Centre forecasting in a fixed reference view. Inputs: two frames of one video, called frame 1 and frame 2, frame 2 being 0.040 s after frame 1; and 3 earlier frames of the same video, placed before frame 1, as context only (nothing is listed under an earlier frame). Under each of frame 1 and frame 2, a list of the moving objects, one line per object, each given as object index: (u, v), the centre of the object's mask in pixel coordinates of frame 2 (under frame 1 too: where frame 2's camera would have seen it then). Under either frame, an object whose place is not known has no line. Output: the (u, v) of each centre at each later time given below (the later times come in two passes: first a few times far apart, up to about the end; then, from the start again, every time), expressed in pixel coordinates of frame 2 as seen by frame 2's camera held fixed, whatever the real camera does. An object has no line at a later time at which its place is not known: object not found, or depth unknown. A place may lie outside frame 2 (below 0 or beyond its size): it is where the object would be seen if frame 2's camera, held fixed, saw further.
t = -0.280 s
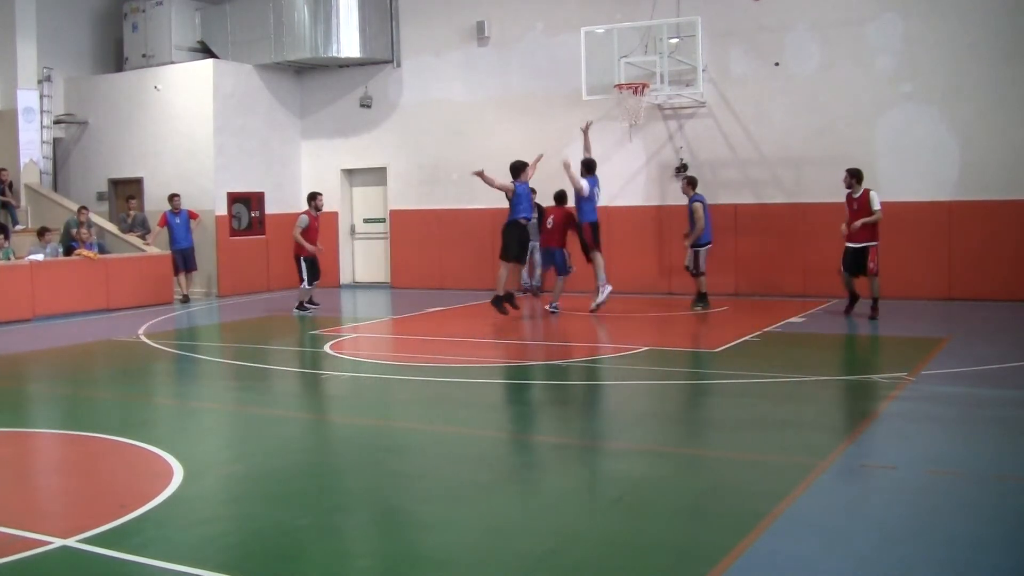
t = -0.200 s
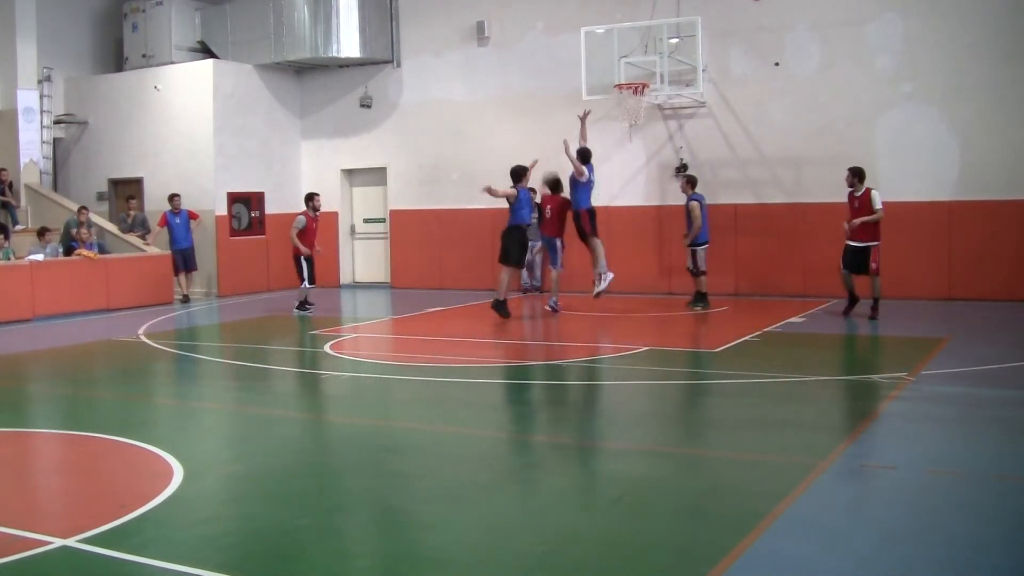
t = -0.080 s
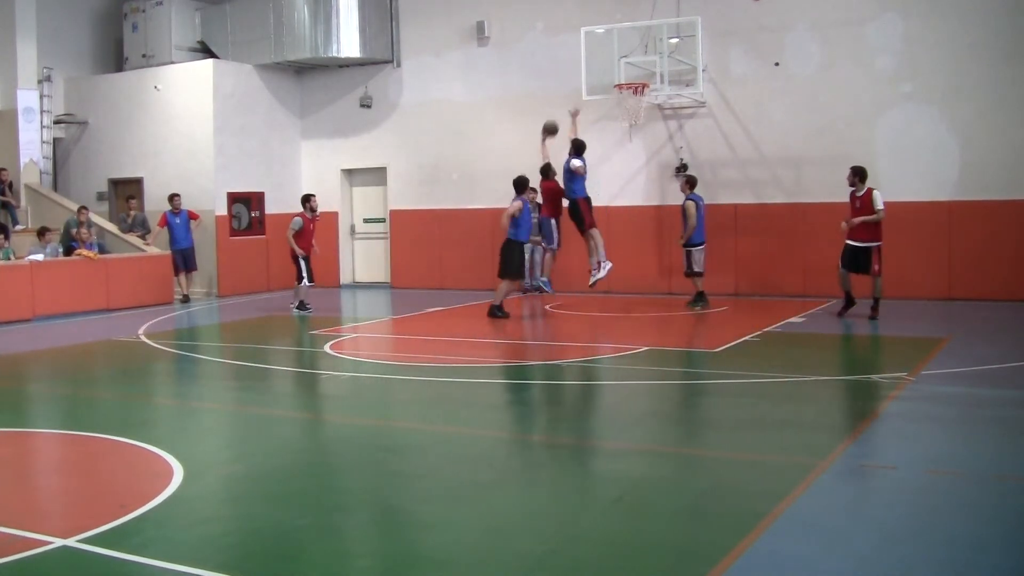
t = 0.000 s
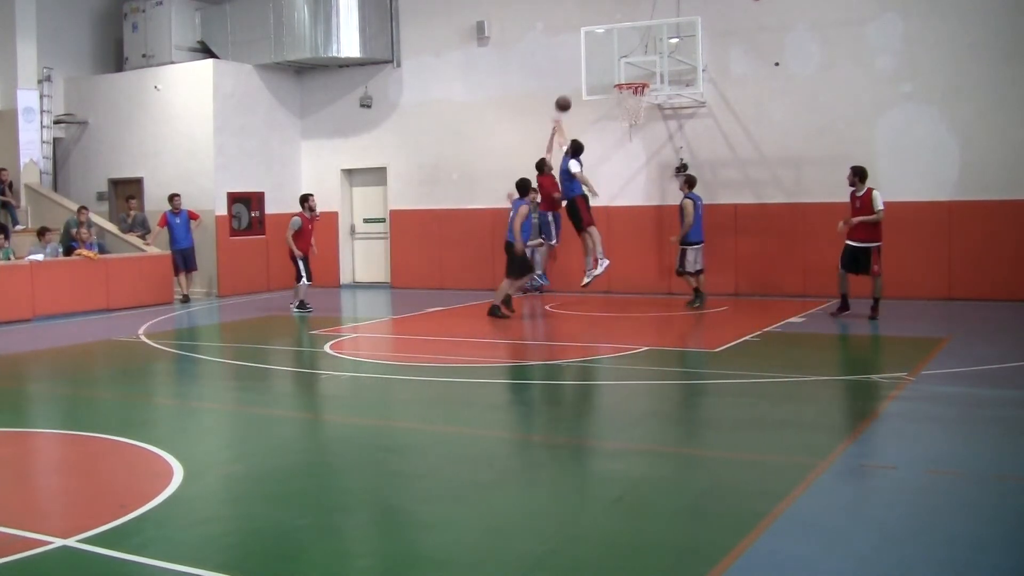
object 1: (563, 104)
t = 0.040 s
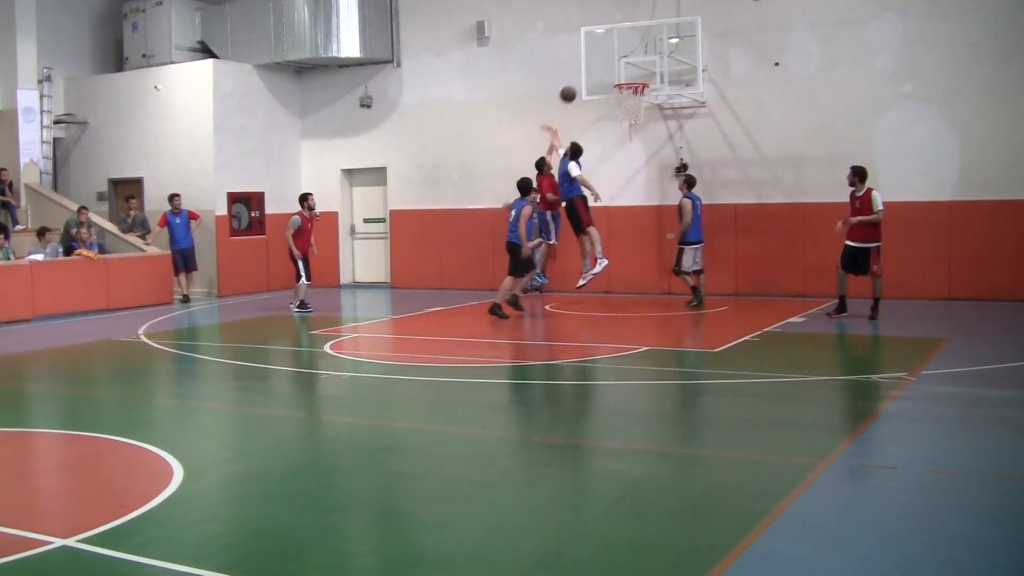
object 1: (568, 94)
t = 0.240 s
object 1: (589, 64)
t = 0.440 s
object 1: (593, 75)
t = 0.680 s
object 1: (600, 125)
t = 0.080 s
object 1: (573, 85)
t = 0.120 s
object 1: (578, 77)
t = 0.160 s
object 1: (582, 71)
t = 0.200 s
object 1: (587, 66)
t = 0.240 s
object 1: (589, 64)
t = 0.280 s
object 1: (589, 64)
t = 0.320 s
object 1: (590, 65)
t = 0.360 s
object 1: (591, 67)
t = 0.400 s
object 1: (592, 71)
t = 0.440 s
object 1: (593, 75)
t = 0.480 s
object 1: (594, 81)
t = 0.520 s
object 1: (595, 88)
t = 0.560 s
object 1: (596, 95)
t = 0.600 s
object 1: (597, 104)
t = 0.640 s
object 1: (599, 114)
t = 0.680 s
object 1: (600, 125)
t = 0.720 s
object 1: (601, 138)
